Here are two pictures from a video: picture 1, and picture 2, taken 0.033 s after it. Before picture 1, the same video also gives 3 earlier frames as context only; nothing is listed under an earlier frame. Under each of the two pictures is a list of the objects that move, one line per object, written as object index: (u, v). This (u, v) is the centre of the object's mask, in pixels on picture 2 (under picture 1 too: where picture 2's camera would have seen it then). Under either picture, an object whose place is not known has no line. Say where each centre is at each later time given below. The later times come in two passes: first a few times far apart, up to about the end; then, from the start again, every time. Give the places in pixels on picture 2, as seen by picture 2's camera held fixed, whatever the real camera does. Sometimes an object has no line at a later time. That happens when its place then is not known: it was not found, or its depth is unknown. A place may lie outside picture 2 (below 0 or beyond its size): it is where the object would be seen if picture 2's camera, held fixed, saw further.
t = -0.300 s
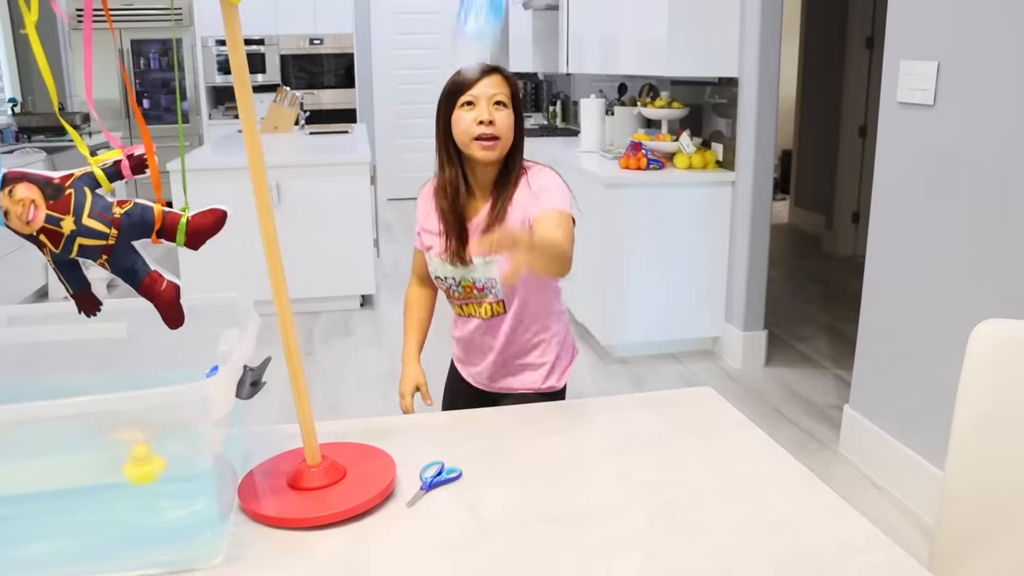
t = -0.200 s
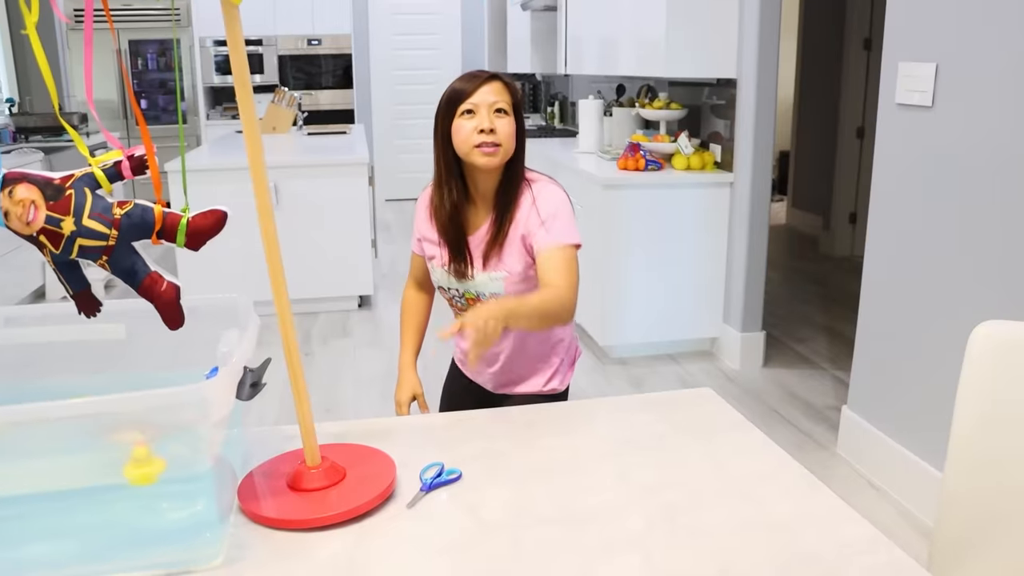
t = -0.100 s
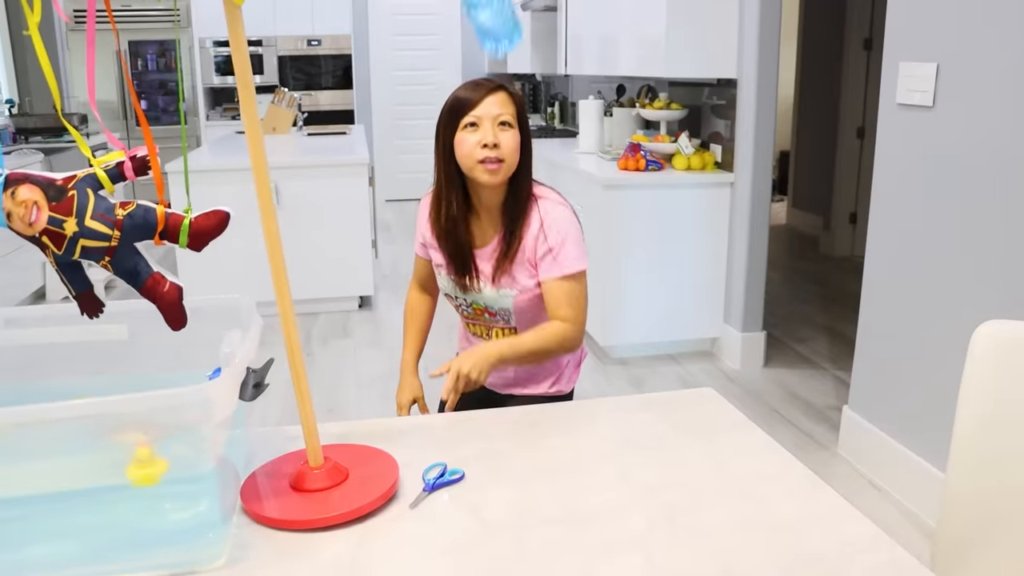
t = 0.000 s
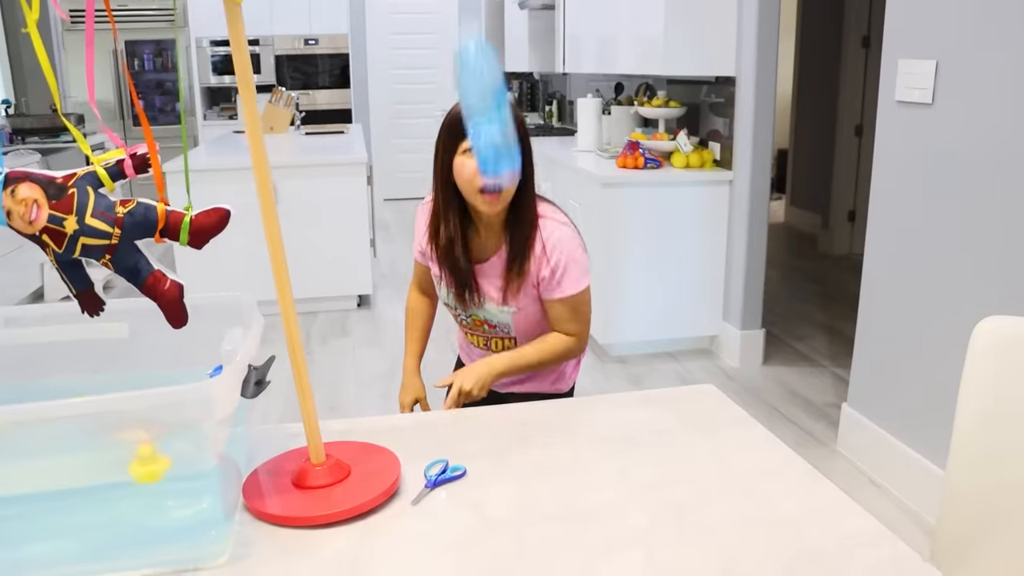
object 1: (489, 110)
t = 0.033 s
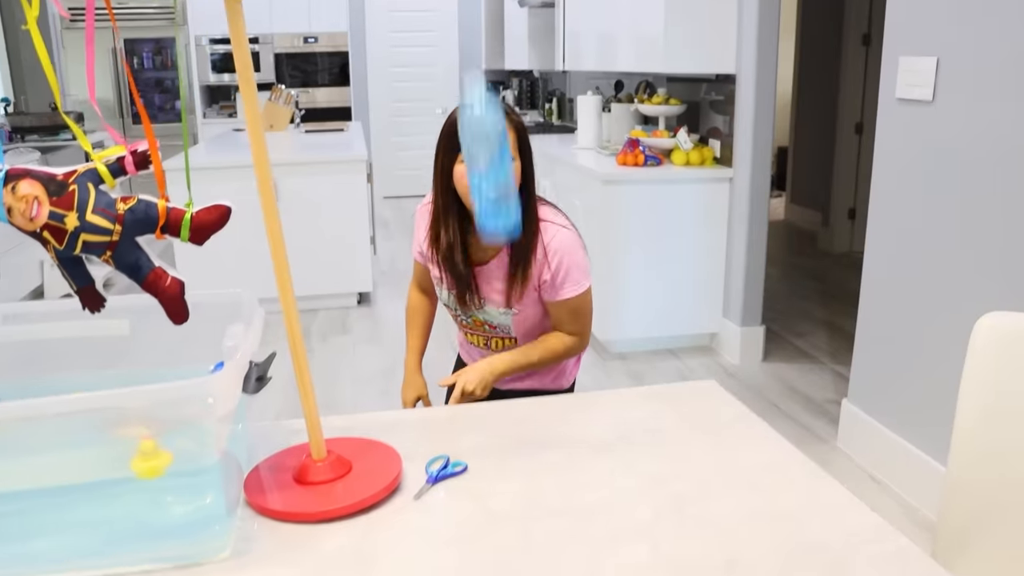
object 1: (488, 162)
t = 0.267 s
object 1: (505, 458)
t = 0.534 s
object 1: (499, 459)
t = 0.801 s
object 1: (501, 458)
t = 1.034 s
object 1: (500, 459)
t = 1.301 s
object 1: (500, 459)
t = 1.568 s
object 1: (501, 459)
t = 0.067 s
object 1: (491, 231)
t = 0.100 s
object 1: (493, 297)
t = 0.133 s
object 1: (495, 368)
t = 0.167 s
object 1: (497, 436)
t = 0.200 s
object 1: (503, 458)
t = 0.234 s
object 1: (501, 457)
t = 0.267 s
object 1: (505, 458)
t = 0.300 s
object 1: (506, 457)
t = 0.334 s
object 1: (506, 458)
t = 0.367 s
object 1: (504, 458)
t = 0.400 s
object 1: (502, 458)
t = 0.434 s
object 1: (502, 458)
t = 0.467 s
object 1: (501, 458)
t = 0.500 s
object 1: (500, 459)
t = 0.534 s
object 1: (499, 459)
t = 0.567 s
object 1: (499, 458)
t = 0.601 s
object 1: (499, 458)
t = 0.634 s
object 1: (498, 458)
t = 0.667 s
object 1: (498, 458)
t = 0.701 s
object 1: (499, 458)
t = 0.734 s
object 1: (500, 458)
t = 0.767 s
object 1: (502, 458)
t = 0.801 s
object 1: (501, 458)
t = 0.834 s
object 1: (500, 458)
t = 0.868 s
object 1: (501, 458)
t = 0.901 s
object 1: (503, 458)
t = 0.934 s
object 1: (501, 458)
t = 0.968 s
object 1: (500, 459)
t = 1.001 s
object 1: (499, 459)
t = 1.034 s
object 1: (500, 459)
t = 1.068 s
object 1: (500, 459)
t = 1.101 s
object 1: (500, 459)
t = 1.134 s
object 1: (499, 459)
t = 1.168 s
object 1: (500, 459)
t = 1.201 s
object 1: (501, 459)
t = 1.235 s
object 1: (501, 459)
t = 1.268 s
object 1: (500, 459)
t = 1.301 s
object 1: (500, 459)
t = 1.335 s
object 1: (500, 459)
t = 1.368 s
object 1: (499, 459)
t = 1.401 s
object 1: (499, 459)
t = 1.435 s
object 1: (499, 459)
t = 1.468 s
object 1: (499, 459)
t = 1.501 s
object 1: (500, 459)
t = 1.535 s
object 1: (500, 458)
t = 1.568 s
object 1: (501, 459)
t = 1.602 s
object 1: (501, 459)
